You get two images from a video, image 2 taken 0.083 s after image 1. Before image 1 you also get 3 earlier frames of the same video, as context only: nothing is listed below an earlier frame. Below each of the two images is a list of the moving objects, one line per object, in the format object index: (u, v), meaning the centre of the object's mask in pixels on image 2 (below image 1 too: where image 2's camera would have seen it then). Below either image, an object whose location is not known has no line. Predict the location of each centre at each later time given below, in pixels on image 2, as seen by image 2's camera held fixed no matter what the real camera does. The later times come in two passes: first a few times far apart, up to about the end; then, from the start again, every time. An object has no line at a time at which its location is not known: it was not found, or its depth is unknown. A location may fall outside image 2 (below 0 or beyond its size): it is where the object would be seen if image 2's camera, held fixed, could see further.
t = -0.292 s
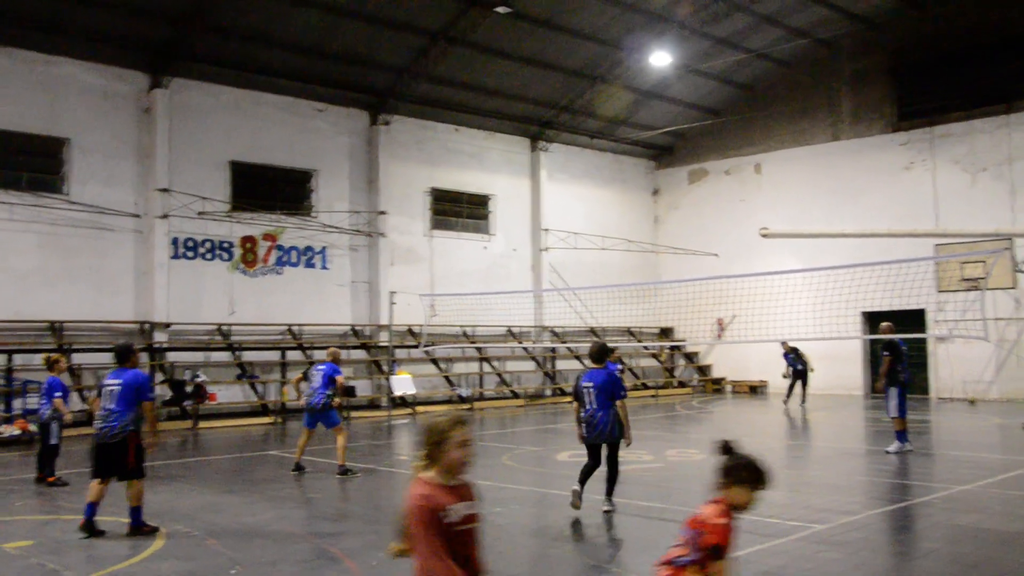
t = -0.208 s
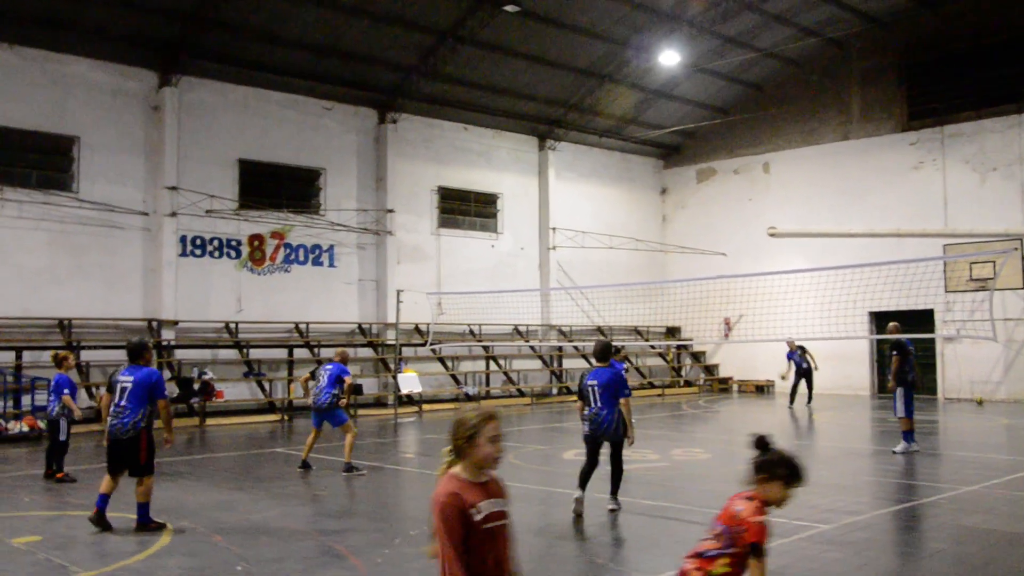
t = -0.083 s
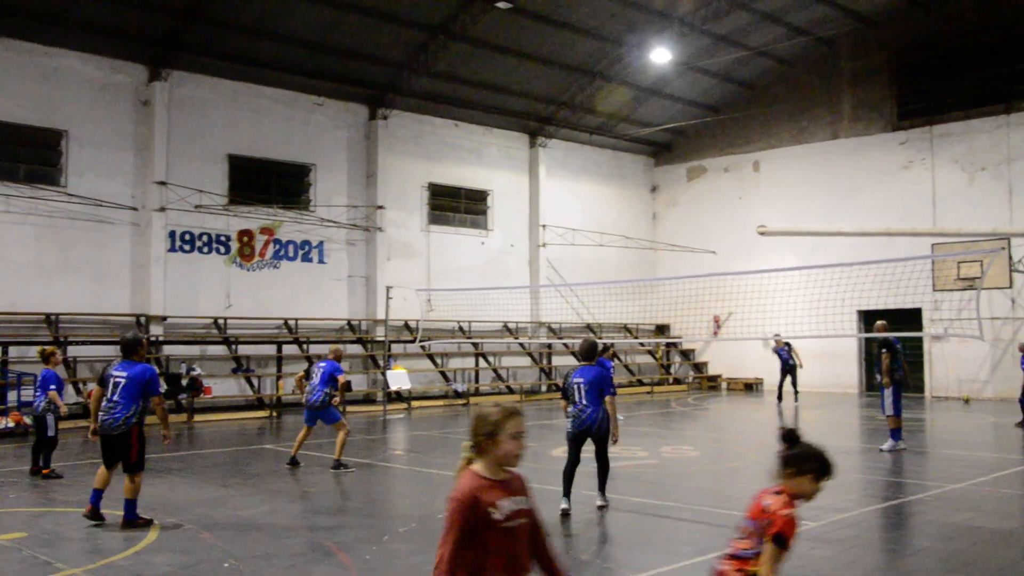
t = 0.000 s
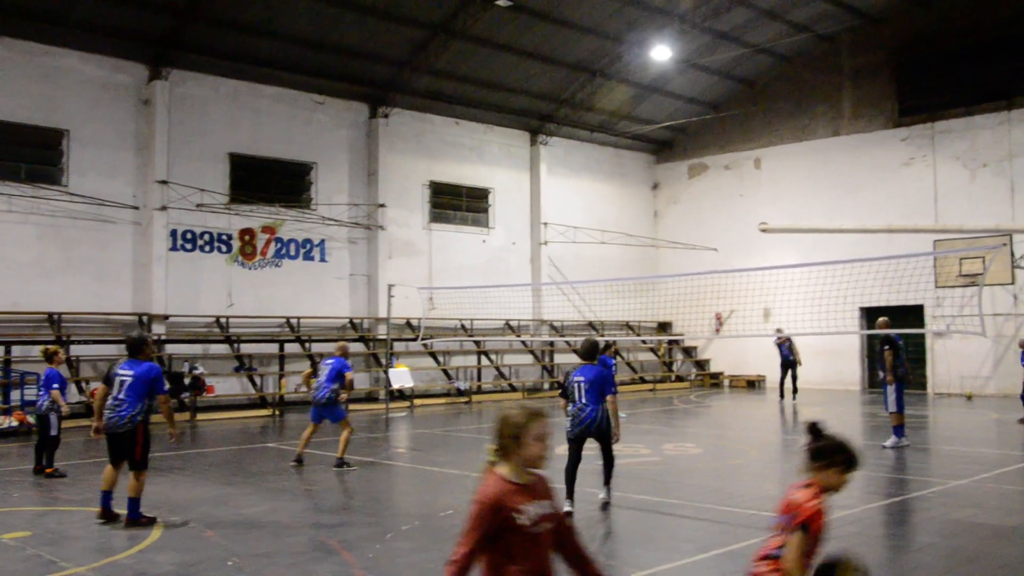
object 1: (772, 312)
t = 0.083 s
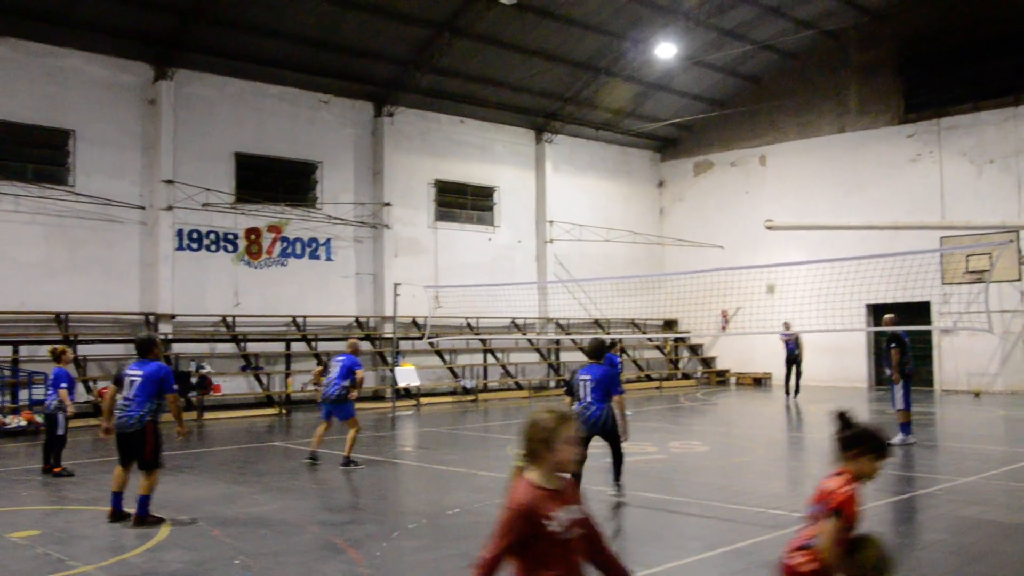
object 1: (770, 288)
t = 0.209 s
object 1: (768, 258)
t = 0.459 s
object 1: (761, 219)
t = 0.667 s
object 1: (752, 211)
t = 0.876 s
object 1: (739, 232)
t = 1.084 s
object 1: (716, 294)
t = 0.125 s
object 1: (770, 278)
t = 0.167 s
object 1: (769, 270)
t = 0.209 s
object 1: (768, 258)
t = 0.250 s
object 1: (766, 250)
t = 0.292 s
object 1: (765, 242)
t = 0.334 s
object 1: (764, 235)
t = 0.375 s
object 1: (762, 229)
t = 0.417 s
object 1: (762, 224)
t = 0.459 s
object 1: (761, 219)
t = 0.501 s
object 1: (760, 215)
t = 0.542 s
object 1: (758, 213)
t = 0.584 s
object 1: (756, 211)
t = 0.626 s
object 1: (754, 211)
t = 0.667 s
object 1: (752, 211)
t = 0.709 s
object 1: (750, 213)
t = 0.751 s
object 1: (748, 215)
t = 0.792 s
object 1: (746, 219)
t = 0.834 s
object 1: (742, 225)
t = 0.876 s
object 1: (739, 232)
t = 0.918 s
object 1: (735, 242)
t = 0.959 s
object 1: (731, 253)
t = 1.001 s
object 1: (727, 265)
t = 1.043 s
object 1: (722, 277)
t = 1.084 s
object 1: (716, 294)
